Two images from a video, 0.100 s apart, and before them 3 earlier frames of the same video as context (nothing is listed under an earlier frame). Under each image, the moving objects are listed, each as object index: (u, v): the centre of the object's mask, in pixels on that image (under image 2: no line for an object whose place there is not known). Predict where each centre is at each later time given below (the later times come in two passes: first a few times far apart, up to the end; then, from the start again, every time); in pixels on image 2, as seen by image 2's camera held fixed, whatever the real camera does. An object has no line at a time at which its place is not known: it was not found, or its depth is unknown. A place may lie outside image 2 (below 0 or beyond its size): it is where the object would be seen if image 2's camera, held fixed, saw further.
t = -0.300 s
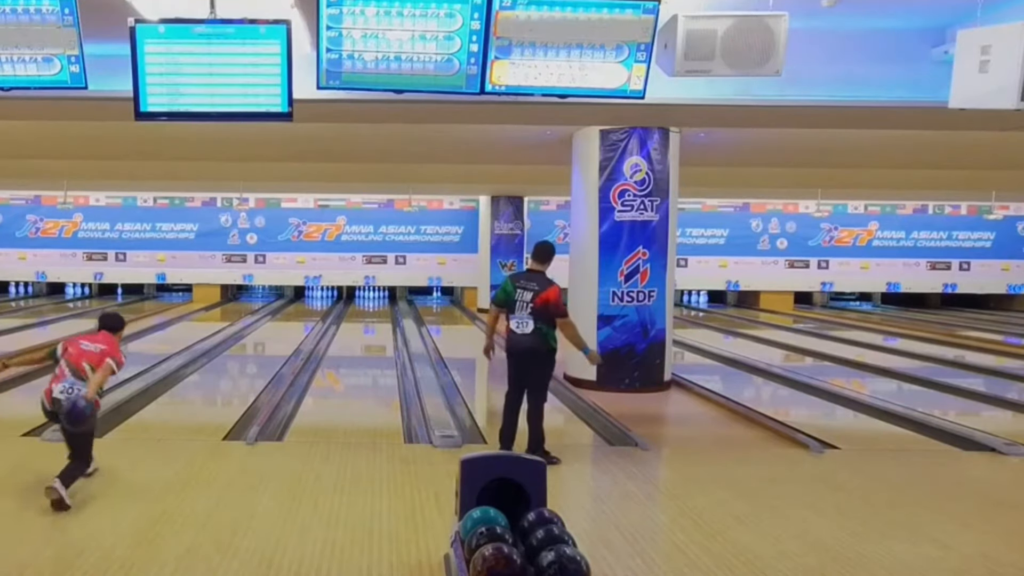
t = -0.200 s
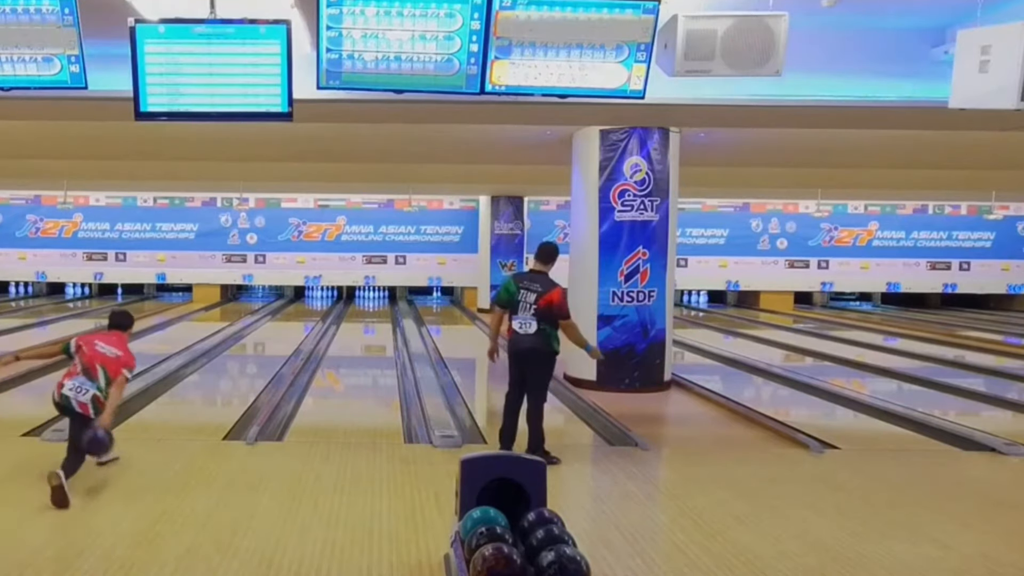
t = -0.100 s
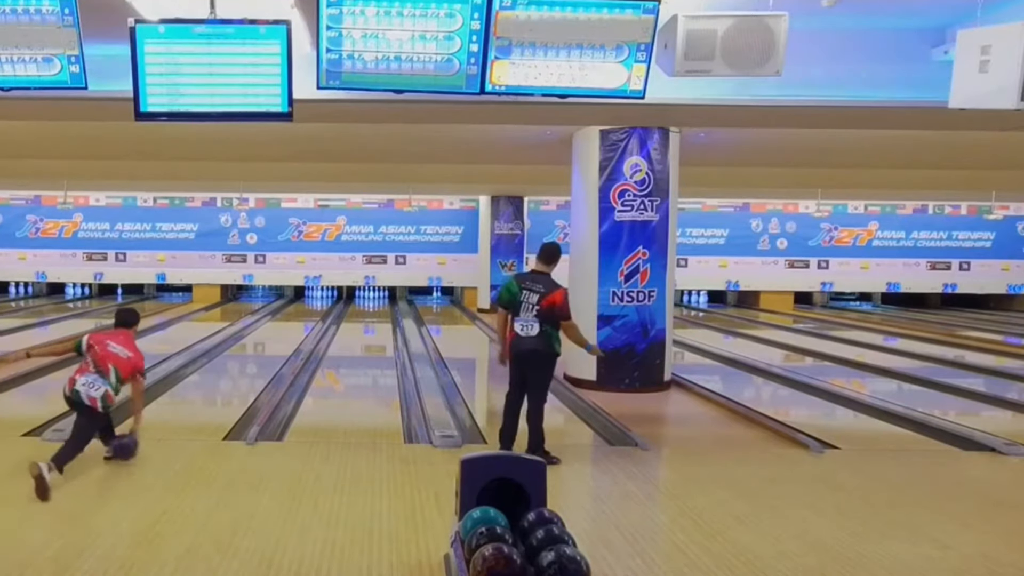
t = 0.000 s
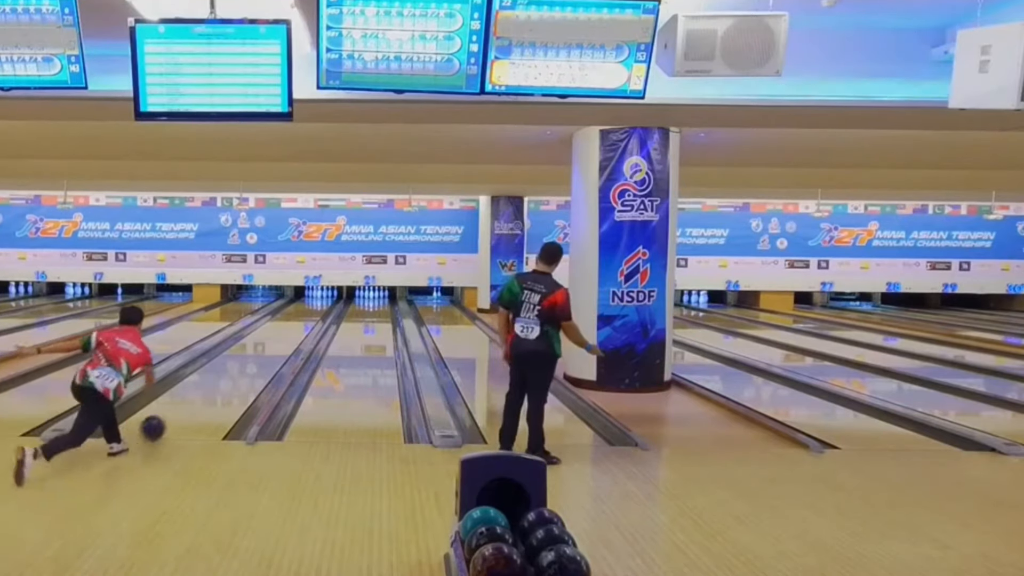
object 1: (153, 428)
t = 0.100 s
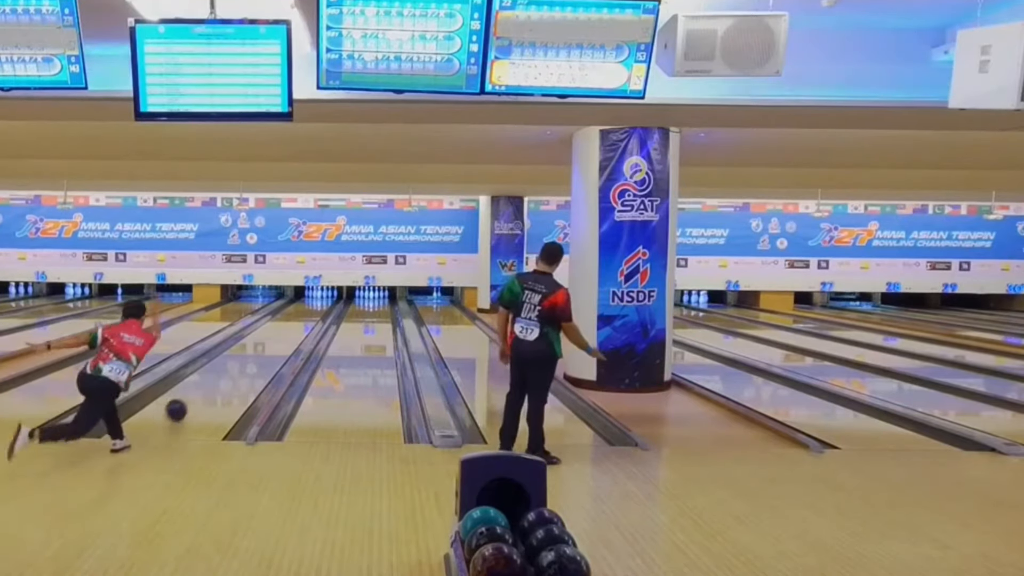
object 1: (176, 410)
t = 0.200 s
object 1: (195, 395)
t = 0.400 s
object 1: (224, 371)
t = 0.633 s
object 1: (248, 352)
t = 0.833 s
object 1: (264, 340)
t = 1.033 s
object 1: (277, 330)
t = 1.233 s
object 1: (287, 322)
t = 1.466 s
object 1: (296, 314)
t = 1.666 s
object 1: (303, 309)
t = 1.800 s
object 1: (306, 307)
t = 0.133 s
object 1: (183, 405)
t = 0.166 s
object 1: (189, 399)
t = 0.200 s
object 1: (195, 395)
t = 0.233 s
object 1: (201, 391)
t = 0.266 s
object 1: (206, 386)
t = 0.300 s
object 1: (211, 382)
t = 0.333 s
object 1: (215, 378)
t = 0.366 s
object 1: (220, 375)
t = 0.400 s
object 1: (224, 371)
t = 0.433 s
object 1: (228, 368)
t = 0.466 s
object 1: (232, 365)
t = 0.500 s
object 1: (236, 362)
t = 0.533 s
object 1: (239, 360)
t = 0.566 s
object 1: (242, 357)
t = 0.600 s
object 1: (245, 355)
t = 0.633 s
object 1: (248, 352)
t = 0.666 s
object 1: (251, 350)
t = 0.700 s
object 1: (254, 347)
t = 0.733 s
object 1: (257, 346)
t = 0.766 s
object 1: (259, 344)
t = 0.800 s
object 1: (262, 342)
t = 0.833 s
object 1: (264, 340)
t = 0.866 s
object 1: (266, 338)
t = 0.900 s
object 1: (268, 336)
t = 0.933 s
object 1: (271, 335)
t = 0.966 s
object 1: (273, 333)
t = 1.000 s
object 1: (275, 331)
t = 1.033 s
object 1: (277, 330)
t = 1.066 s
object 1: (278, 328)
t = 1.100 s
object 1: (280, 327)
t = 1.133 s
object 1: (282, 326)
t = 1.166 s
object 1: (284, 324)
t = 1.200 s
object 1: (285, 323)
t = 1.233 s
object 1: (287, 322)
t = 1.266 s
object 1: (288, 320)
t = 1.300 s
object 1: (290, 319)
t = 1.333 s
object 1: (291, 318)
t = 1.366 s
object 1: (292, 317)
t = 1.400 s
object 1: (294, 316)
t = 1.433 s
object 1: (295, 315)
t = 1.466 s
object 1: (296, 314)
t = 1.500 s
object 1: (297, 313)
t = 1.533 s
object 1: (298, 313)
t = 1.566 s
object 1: (300, 312)
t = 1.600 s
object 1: (301, 311)
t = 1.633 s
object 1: (301, 310)
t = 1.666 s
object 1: (303, 309)
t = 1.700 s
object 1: (303, 308)
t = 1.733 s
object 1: (304, 308)
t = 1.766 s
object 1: (306, 307)
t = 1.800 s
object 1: (306, 307)
